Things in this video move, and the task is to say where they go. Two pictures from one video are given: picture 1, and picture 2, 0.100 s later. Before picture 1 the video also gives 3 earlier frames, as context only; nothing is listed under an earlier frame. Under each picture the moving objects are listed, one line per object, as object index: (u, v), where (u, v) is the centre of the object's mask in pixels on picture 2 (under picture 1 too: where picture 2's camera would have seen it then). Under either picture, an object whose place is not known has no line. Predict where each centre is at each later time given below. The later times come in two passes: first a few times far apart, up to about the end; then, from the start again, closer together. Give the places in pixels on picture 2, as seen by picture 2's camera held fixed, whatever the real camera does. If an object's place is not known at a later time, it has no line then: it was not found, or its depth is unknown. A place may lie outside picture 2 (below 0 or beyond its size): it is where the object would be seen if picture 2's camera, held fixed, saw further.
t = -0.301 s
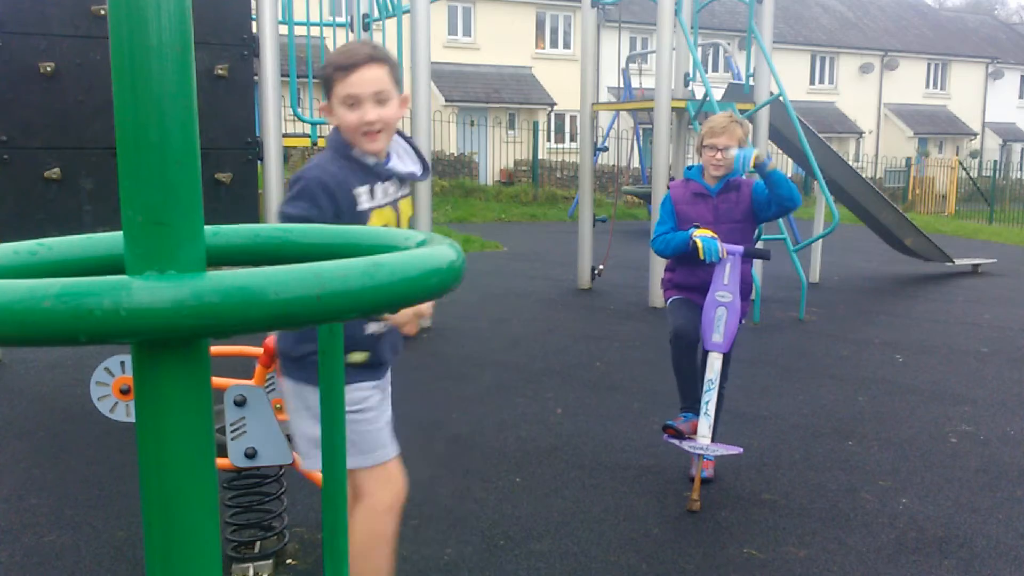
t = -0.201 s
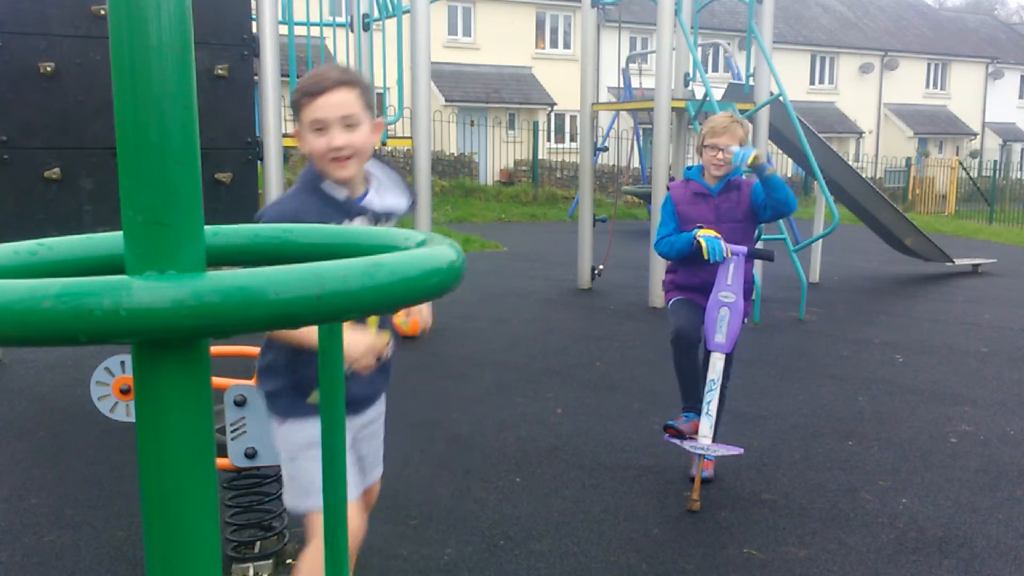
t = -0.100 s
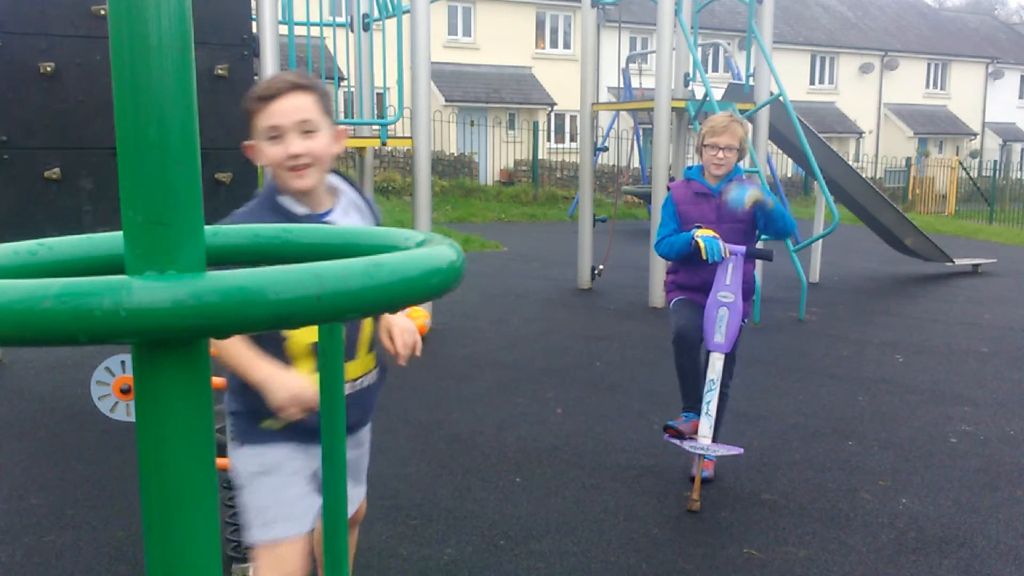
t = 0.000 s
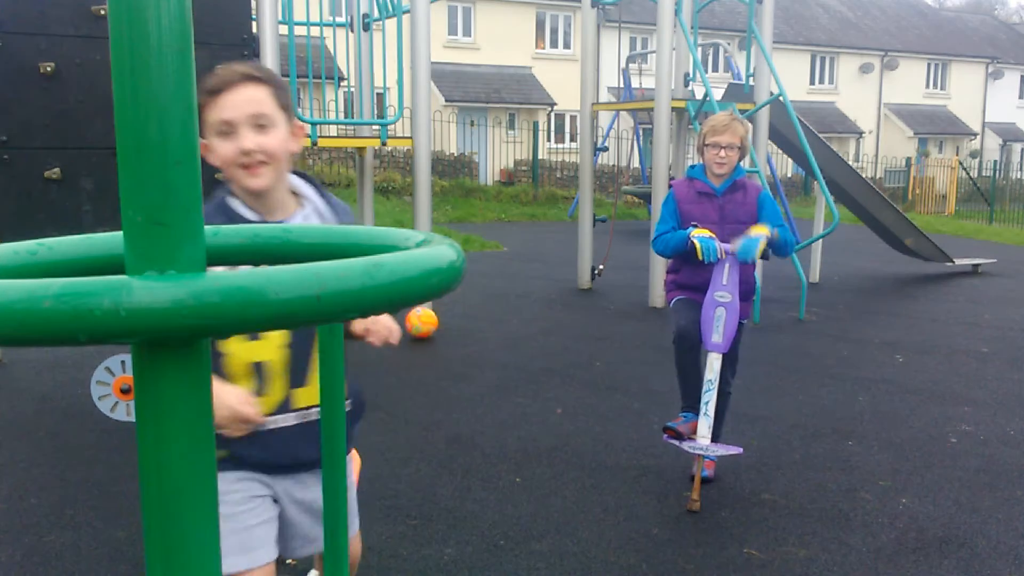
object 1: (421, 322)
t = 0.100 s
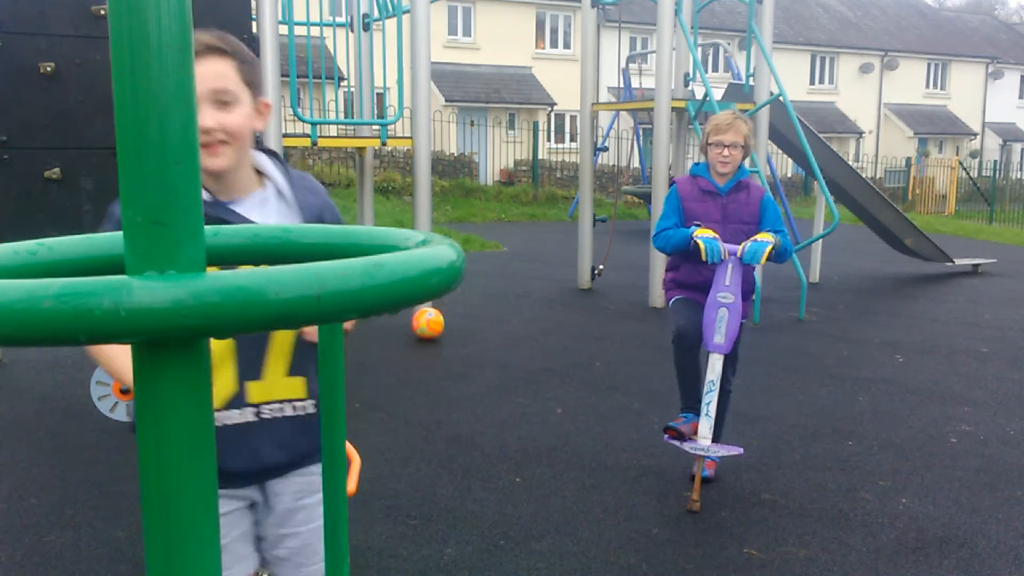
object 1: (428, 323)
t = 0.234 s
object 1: (437, 324)
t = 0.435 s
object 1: (448, 327)
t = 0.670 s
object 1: (461, 328)
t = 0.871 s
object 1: (475, 330)
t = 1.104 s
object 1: (491, 333)
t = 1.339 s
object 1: (506, 336)
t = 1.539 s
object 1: (520, 339)
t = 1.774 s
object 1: (534, 342)
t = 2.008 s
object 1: (545, 346)
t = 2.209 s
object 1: (561, 350)
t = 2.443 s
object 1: (579, 353)
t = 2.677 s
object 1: (597, 359)
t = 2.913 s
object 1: (616, 364)
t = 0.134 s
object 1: (430, 323)
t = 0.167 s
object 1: (432, 324)
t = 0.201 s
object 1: (435, 324)
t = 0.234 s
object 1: (437, 324)
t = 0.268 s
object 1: (438, 325)
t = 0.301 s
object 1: (441, 325)
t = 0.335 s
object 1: (443, 325)
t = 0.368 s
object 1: (444, 326)
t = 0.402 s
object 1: (446, 326)
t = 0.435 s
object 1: (448, 327)
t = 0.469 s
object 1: (450, 327)
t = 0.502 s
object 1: (452, 327)
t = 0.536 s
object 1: (454, 327)
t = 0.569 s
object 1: (456, 327)
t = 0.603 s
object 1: (457, 328)
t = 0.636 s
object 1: (459, 328)
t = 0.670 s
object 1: (461, 328)
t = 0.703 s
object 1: (463, 328)
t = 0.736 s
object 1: (465, 329)
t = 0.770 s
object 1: (467, 329)
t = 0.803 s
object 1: (469, 329)
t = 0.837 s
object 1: (473, 330)
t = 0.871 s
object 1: (475, 330)
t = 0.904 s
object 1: (477, 331)
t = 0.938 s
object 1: (479, 331)
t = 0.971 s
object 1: (482, 332)
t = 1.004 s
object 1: (484, 332)
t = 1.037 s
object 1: (486, 332)
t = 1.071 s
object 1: (488, 333)
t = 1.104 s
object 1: (491, 333)
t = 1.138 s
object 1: (493, 334)
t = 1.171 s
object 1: (495, 334)
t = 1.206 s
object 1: (498, 334)
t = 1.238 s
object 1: (500, 335)
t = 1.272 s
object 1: (502, 335)
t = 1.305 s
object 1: (504, 336)
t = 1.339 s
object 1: (506, 336)
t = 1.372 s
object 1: (509, 336)
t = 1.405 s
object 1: (511, 337)
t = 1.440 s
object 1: (514, 337)
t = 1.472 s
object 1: (516, 338)
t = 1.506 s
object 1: (518, 338)
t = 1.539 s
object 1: (520, 339)
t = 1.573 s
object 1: (522, 339)
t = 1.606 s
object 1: (524, 340)
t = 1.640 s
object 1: (526, 341)
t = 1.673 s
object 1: (528, 341)
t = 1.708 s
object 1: (530, 342)
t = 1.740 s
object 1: (532, 342)
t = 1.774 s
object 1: (534, 342)
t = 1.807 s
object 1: (536, 343)
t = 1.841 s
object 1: (538, 343)
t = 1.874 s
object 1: (540, 344)
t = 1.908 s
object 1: (542, 344)
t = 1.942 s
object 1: (544, 345)
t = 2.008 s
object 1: (545, 346)
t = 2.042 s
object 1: (550, 347)
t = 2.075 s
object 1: (552, 347)
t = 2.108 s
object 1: (554, 348)
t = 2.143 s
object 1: (557, 348)
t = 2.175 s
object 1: (559, 349)
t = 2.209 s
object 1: (561, 350)
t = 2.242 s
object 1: (564, 350)
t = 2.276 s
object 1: (567, 351)
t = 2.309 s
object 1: (569, 351)
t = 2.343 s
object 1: (571, 352)
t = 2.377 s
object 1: (574, 353)
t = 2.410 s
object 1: (577, 353)
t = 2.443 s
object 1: (579, 353)
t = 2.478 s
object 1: (582, 354)
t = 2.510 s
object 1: (584, 355)
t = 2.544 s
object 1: (587, 356)
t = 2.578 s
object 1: (590, 357)
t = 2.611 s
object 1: (592, 358)
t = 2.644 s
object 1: (595, 359)
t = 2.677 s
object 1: (597, 359)
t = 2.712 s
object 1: (600, 360)
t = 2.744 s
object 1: (603, 361)
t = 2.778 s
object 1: (605, 361)
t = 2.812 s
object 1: (608, 362)
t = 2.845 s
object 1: (611, 362)
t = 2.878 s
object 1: (613, 363)
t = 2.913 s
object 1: (616, 364)
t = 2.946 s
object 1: (618, 364)
